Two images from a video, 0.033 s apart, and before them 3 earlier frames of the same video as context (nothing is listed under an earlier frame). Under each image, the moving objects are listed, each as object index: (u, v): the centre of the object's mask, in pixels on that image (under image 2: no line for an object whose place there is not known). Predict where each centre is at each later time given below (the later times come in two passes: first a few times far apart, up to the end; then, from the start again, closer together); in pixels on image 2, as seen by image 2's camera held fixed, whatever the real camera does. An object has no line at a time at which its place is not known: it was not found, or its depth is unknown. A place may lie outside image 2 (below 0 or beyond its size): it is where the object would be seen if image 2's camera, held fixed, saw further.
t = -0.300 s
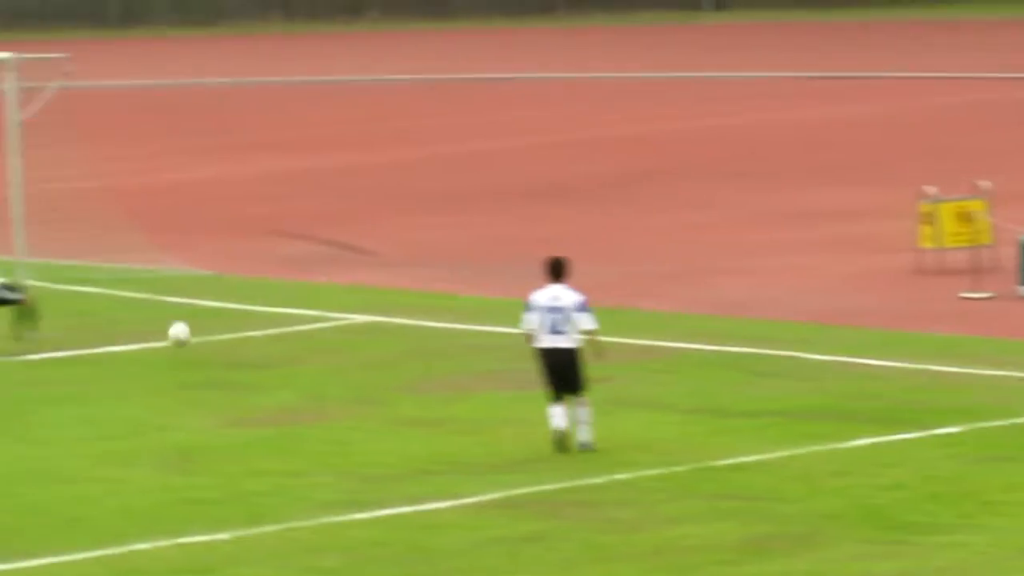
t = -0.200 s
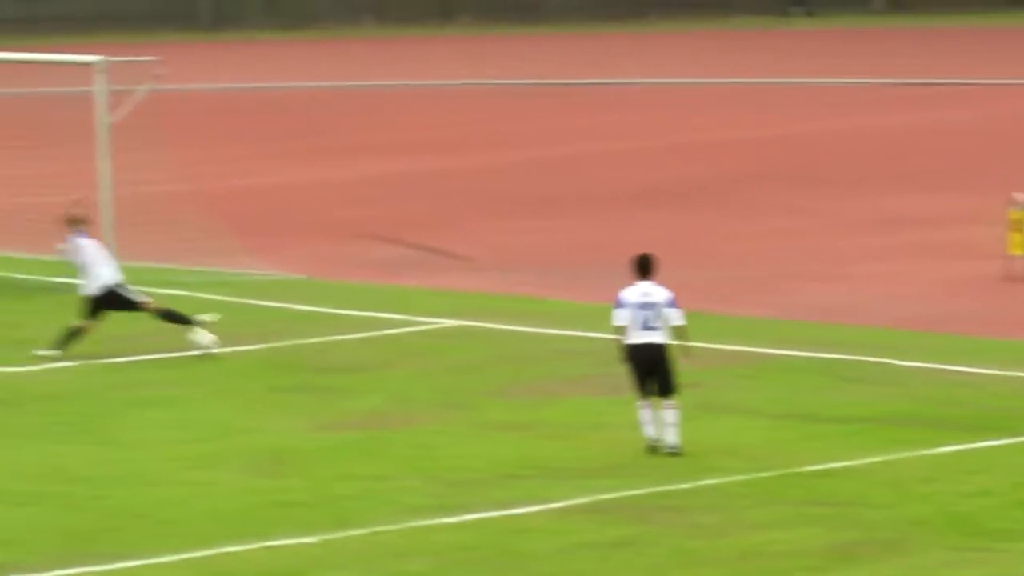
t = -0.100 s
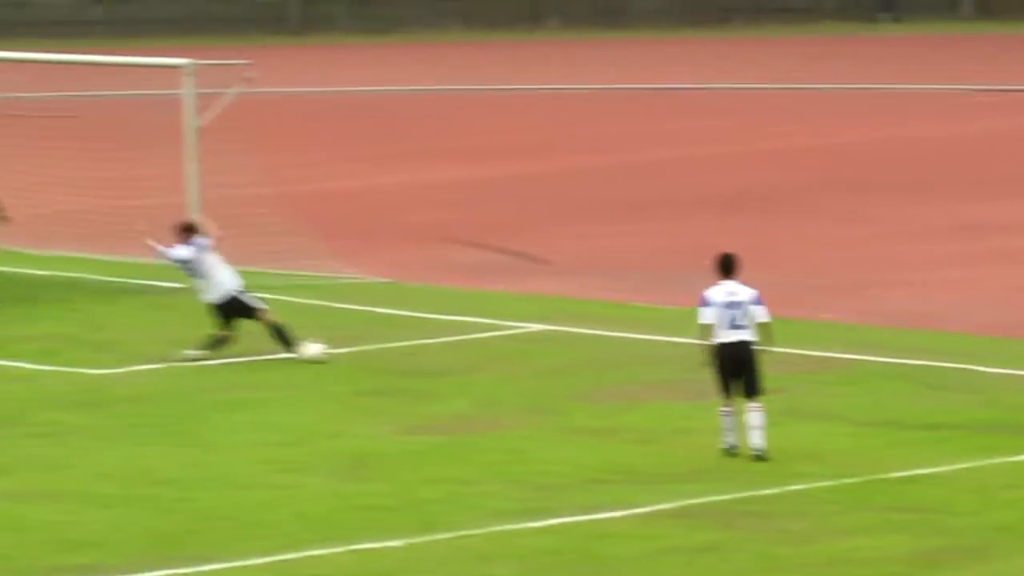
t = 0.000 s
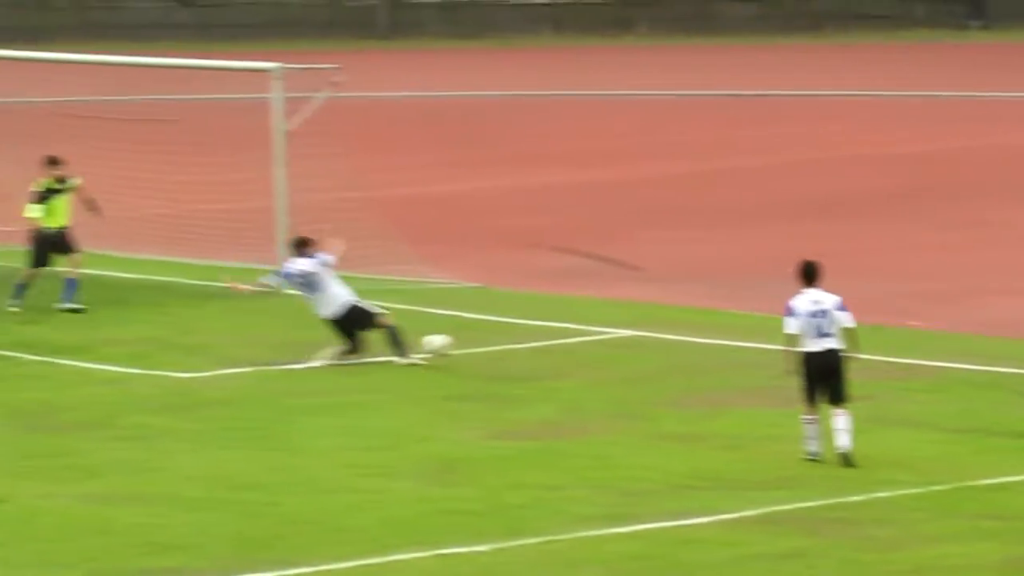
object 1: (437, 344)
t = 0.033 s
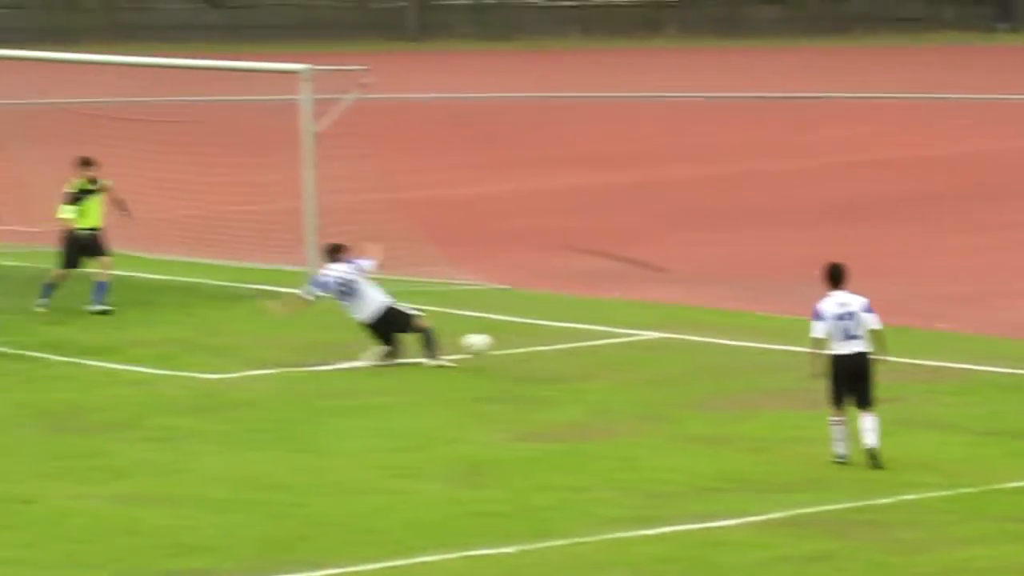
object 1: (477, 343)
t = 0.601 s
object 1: (637, 360)
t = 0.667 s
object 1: (647, 358)
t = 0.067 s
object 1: (489, 342)
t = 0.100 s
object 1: (502, 342)
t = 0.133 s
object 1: (516, 342)
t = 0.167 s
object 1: (527, 344)
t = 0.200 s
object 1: (540, 347)
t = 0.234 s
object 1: (555, 352)
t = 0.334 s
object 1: (586, 361)
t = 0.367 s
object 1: (592, 357)
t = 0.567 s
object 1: (631, 360)
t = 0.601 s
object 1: (637, 360)
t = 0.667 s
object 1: (647, 358)
